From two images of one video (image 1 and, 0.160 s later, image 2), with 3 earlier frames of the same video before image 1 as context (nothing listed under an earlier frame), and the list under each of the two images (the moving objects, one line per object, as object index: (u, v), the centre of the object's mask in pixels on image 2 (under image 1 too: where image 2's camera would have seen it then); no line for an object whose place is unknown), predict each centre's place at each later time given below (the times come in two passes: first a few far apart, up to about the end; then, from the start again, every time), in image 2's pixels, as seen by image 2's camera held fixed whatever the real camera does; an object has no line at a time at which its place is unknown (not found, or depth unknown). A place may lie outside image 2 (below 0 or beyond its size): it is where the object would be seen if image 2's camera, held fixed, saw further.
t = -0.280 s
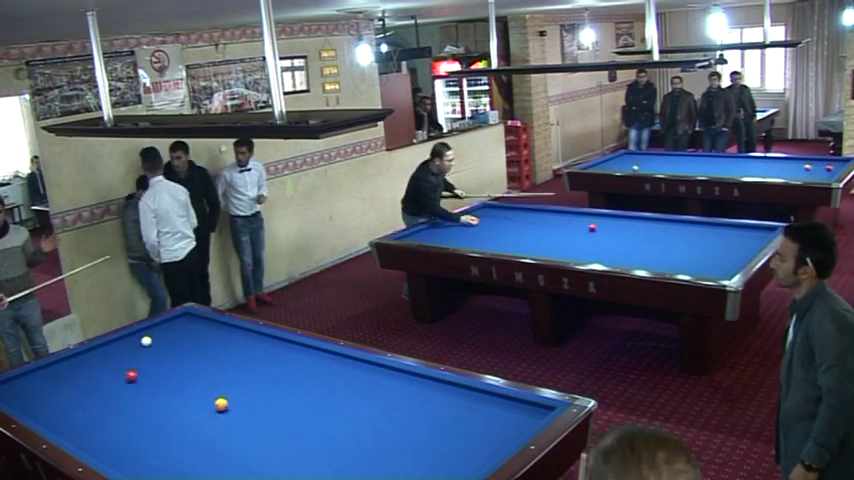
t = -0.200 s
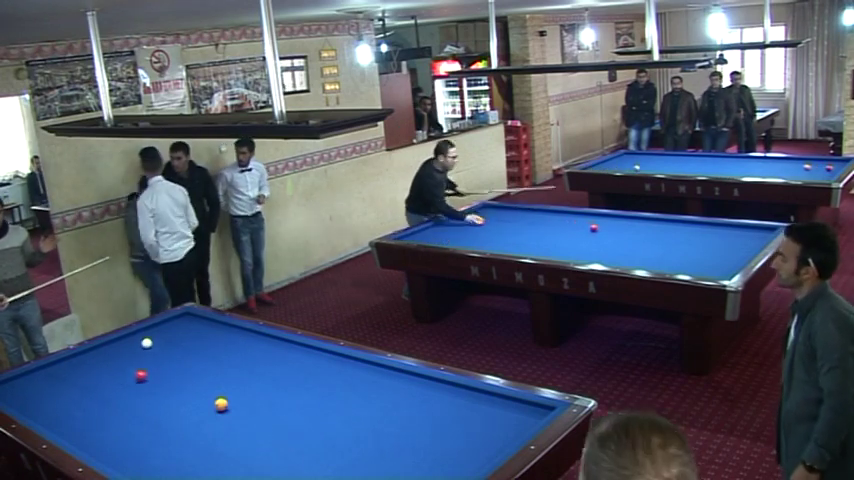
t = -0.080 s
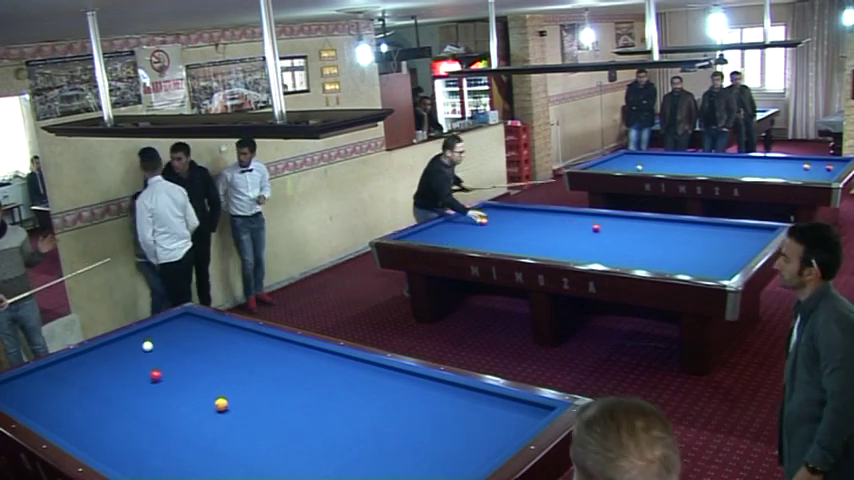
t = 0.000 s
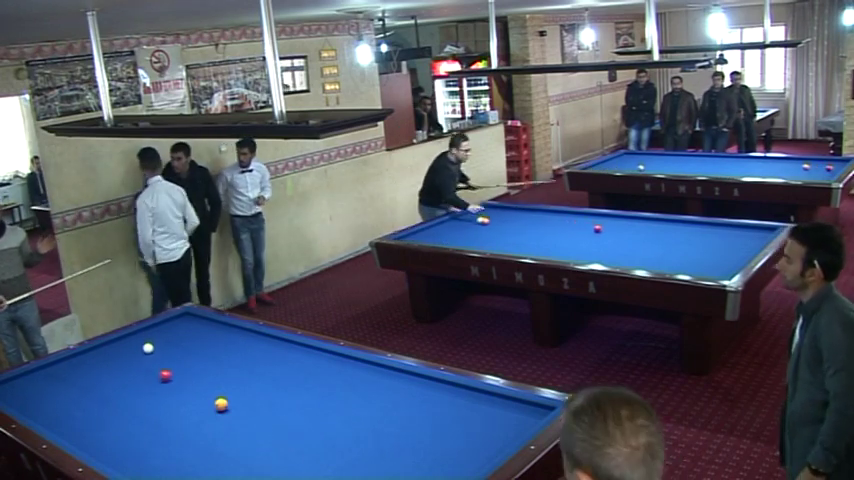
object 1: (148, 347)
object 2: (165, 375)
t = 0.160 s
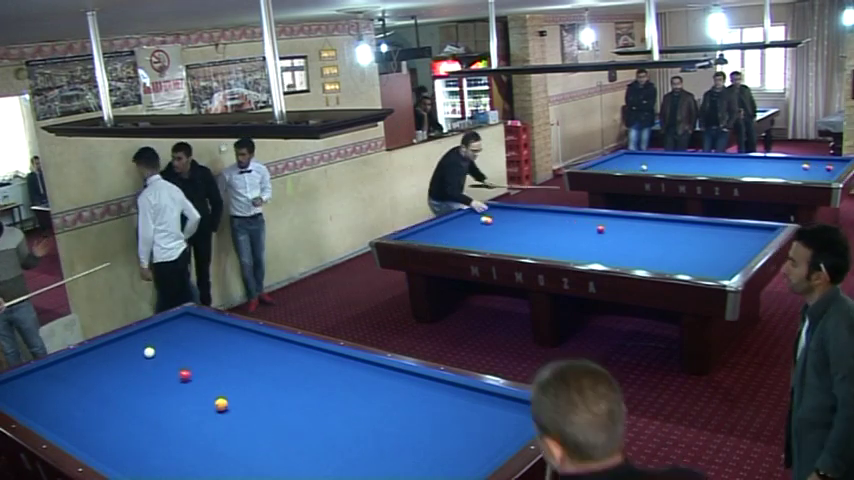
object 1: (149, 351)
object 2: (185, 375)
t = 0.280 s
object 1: (150, 354)
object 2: (199, 375)
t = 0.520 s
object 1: (151, 360)
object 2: (230, 375)
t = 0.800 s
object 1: (153, 369)
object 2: (264, 374)
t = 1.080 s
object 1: (156, 377)
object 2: (299, 374)
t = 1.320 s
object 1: (158, 383)
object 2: (329, 373)
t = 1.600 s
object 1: (160, 391)
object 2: (364, 372)
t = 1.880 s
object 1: (162, 400)
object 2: (400, 372)
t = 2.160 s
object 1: (165, 408)
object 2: (412, 380)
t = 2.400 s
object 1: (167, 416)
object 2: (422, 388)
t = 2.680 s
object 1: (169, 425)
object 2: (435, 397)
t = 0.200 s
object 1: (149, 353)
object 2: (189, 375)
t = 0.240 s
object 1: (149, 354)
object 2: (194, 375)
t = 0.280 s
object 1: (150, 354)
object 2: (199, 375)
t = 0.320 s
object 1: (150, 355)
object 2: (204, 375)
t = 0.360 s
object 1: (150, 357)
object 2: (209, 375)
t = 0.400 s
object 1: (151, 358)
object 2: (214, 375)
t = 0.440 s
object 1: (151, 358)
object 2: (219, 375)
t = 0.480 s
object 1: (151, 360)
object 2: (224, 375)
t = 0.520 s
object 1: (151, 360)
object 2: (230, 375)
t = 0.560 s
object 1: (152, 362)
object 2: (234, 375)
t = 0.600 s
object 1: (152, 363)
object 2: (239, 375)
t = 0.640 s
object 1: (153, 364)
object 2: (244, 375)
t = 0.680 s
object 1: (153, 366)
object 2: (249, 375)
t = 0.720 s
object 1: (153, 367)
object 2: (254, 374)
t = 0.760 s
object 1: (153, 367)
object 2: (259, 374)
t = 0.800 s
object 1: (153, 369)
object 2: (264, 374)
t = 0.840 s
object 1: (154, 370)
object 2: (269, 374)
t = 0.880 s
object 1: (154, 371)
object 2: (274, 374)
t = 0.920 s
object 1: (154, 372)
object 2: (279, 374)
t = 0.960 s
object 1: (155, 373)
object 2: (284, 374)
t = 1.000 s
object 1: (155, 374)
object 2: (289, 374)
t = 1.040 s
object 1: (156, 375)
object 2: (294, 374)
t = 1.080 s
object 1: (156, 377)
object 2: (299, 374)
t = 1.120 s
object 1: (156, 378)
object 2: (304, 373)
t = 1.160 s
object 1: (156, 379)
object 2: (309, 373)
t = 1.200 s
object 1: (157, 380)
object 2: (314, 373)
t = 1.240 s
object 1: (157, 381)
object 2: (320, 373)
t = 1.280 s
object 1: (158, 382)
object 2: (324, 373)
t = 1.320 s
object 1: (158, 383)
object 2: (329, 373)
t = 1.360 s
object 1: (158, 384)
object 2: (335, 373)
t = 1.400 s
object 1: (158, 386)
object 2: (339, 373)
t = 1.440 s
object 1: (159, 387)
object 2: (344, 373)
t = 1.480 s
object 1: (159, 388)
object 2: (350, 373)
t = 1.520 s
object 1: (159, 389)
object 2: (355, 373)
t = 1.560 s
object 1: (160, 391)
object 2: (360, 372)
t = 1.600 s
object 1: (160, 391)
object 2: (364, 372)
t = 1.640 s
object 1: (160, 393)
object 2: (369, 372)
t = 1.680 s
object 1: (161, 394)
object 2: (375, 372)
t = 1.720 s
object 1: (161, 395)
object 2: (380, 372)
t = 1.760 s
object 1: (161, 396)
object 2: (385, 372)
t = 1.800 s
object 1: (161, 398)
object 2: (390, 372)
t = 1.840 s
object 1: (162, 399)
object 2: (394, 372)
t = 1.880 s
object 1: (162, 400)
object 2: (400, 372)
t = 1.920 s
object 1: (162, 401)
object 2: (402, 373)
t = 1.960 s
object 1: (163, 403)
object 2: (403, 374)
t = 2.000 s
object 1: (163, 404)
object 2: (405, 375)
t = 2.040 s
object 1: (163, 405)
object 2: (406, 377)
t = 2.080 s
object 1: (164, 406)
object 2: (408, 378)
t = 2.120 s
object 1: (164, 407)
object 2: (410, 379)
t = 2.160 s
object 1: (165, 408)
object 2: (412, 380)
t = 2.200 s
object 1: (165, 410)
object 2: (414, 381)
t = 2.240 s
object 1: (165, 411)
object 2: (415, 383)
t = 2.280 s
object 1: (166, 412)
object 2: (417, 384)
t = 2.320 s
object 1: (166, 414)
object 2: (418, 385)
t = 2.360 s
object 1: (166, 415)
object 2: (421, 387)
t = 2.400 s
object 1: (167, 416)
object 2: (422, 388)
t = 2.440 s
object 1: (167, 417)
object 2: (424, 389)
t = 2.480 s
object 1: (167, 419)
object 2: (426, 391)
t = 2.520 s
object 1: (168, 420)
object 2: (427, 392)
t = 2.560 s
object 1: (168, 422)
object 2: (430, 393)
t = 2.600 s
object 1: (168, 423)
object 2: (431, 394)
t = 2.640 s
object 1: (169, 424)
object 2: (433, 396)
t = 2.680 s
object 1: (169, 425)
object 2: (435, 397)
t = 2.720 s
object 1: (170, 427)
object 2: (437, 398)
